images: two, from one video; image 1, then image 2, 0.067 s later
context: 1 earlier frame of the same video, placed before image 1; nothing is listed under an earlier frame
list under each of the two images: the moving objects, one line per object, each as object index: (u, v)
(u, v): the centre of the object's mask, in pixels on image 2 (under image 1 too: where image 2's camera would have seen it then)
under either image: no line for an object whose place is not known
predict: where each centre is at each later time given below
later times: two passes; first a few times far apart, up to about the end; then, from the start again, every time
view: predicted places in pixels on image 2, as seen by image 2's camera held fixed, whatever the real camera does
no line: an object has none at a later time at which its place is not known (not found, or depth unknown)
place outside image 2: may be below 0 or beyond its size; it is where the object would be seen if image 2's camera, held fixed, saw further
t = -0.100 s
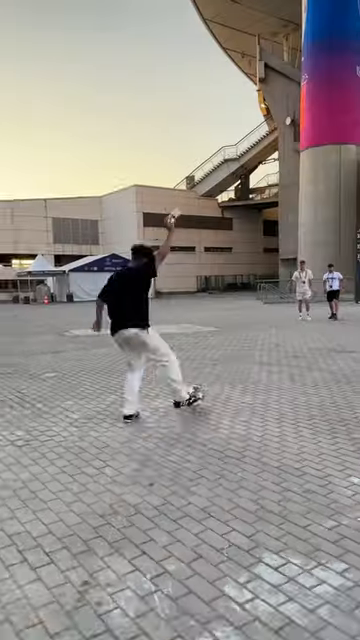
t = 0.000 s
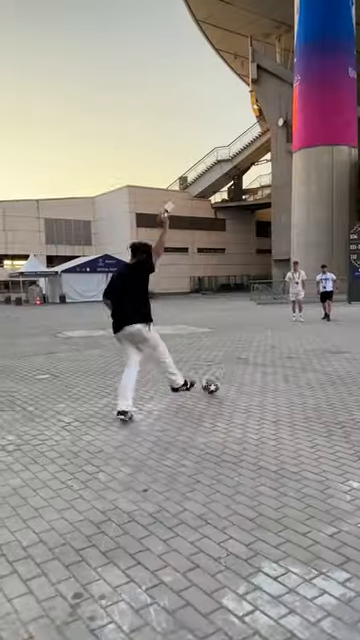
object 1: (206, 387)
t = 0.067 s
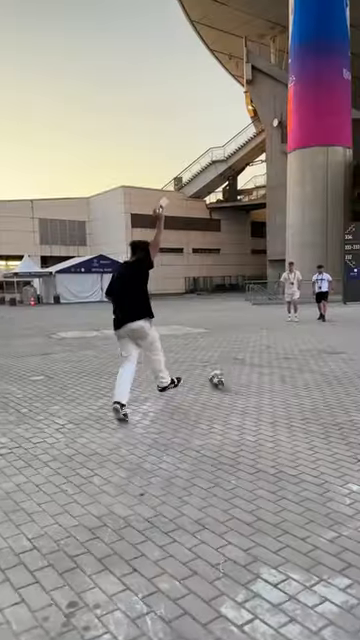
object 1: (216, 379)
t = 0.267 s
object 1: (239, 364)
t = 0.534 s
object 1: (258, 350)
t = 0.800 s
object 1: (272, 336)
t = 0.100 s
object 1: (222, 374)
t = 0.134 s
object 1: (226, 372)
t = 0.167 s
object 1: (229, 371)
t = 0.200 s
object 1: (234, 369)
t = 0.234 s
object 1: (236, 365)
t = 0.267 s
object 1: (239, 364)
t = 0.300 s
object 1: (242, 363)
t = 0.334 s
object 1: (243, 361)
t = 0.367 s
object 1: (246, 359)
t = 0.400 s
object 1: (250, 357)
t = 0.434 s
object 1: (252, 355)
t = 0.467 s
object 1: (254, 354)
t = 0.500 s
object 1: (256, 352)
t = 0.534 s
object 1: (258, 350)
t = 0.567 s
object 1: (260, 349)
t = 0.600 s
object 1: (261, 349)
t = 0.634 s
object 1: (263, 347)
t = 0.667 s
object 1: (265, 346)
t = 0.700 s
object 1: (268, 342)
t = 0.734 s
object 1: (268, 343)
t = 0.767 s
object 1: (271, 338)
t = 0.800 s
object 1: (272, 336)
